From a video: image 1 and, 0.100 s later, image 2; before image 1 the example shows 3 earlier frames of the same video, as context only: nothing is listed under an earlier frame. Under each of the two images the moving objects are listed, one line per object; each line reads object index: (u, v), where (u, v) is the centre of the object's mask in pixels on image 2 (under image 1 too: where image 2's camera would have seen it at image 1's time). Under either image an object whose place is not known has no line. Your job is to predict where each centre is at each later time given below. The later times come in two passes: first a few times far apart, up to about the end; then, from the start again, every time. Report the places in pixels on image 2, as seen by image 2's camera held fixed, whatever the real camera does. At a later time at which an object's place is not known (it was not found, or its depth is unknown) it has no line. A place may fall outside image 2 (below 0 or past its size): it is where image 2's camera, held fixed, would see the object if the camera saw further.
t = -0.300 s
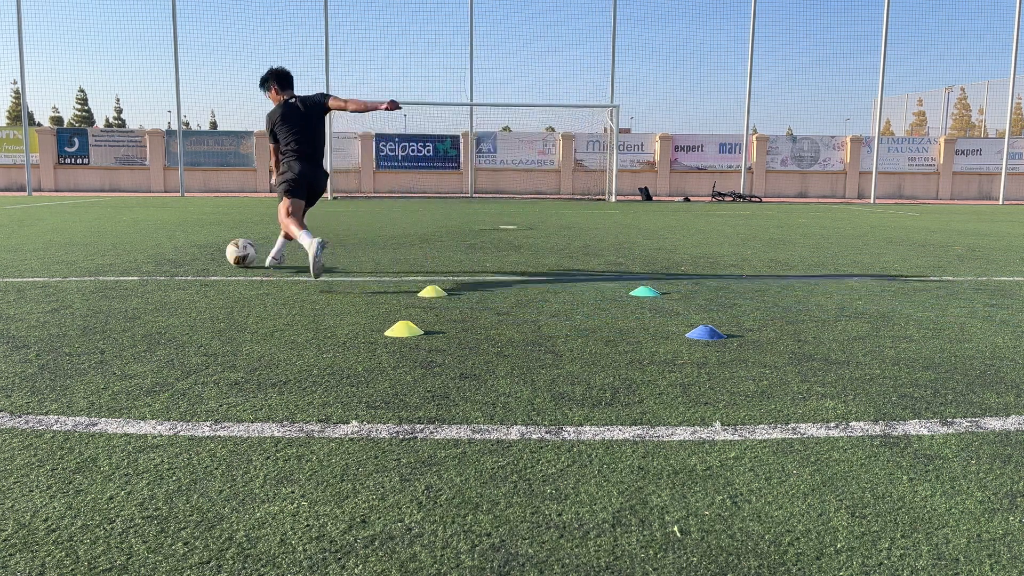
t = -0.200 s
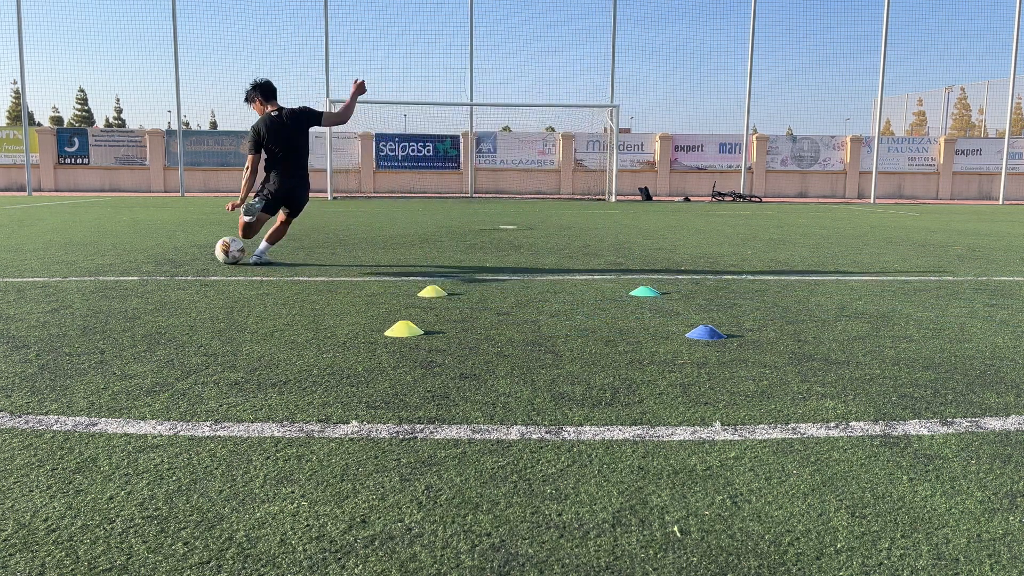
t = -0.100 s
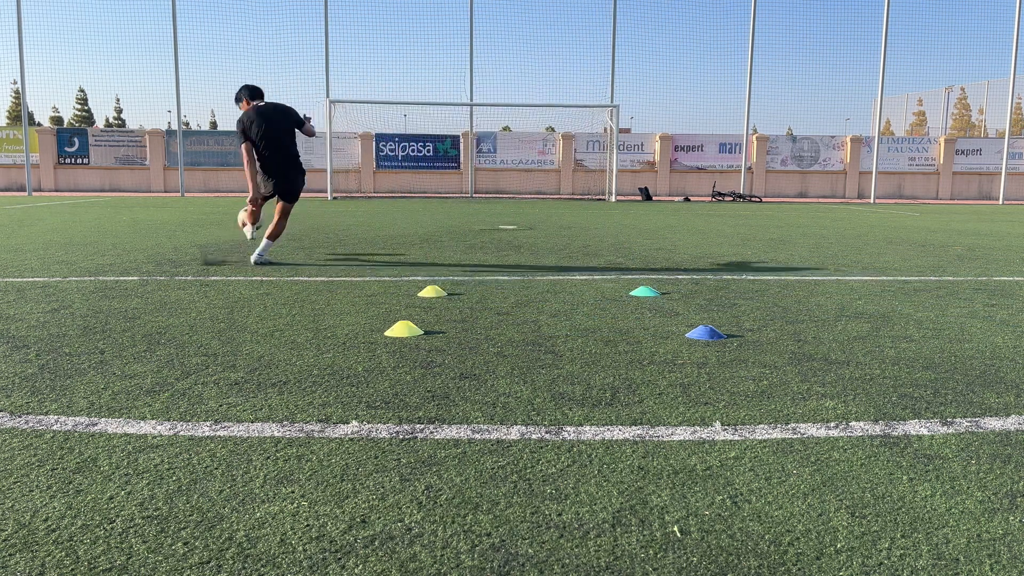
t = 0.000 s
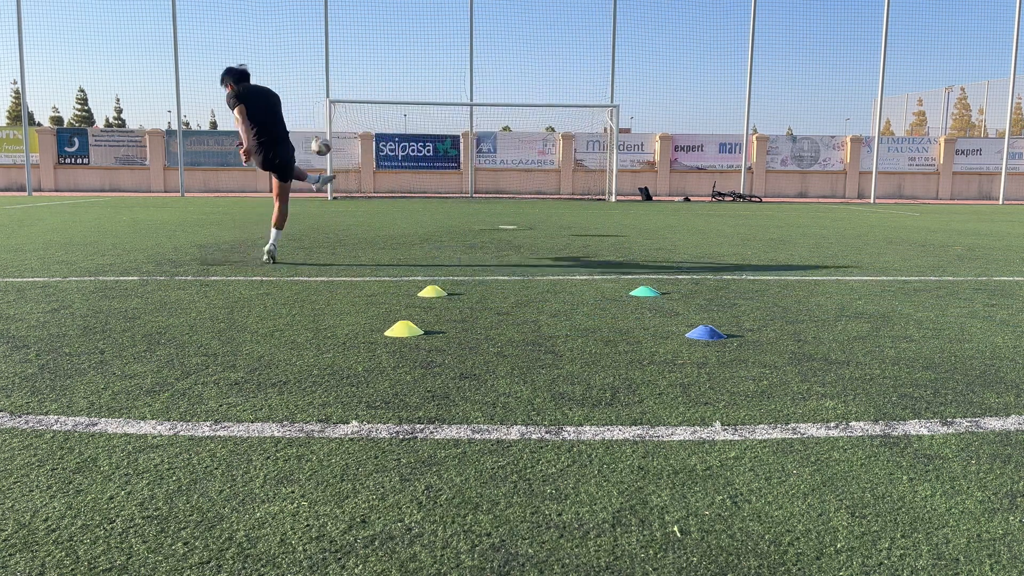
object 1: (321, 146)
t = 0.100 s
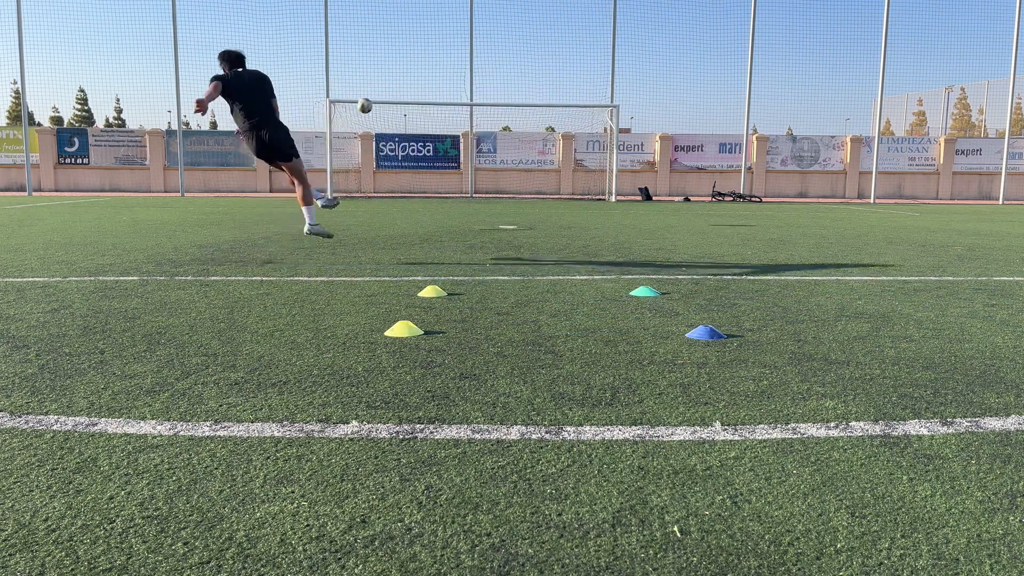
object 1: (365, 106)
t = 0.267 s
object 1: (408, 69)
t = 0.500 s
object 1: (446, 48)
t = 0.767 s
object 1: (454, 45)
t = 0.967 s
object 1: (419, 53)
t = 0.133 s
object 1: (376, 96)
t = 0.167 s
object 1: (385, 88)
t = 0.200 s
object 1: (394, 81)
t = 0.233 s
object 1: (402, 74)
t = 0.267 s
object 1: (408, 69)
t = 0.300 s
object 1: (415, 65)
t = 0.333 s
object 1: (421, 61)
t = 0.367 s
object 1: (427, 57)
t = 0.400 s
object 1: (432, 55)
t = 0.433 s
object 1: (437, 52)
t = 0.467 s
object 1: (442, 50)
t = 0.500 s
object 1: (446, 48)
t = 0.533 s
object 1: (450, 46)
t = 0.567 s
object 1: (454, 46)
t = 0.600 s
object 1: (457, 45)
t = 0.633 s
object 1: (461, 44)
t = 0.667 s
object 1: (465, 44)
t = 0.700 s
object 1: (464, 44)
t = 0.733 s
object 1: (459, 45)
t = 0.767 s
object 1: (454, 45)
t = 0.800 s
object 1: (448, 46)
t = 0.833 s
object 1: (442, 47)
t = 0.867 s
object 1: (437, 48)
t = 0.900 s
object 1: (431, 49)
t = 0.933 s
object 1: (425, 51)
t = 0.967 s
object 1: (419, 53)
